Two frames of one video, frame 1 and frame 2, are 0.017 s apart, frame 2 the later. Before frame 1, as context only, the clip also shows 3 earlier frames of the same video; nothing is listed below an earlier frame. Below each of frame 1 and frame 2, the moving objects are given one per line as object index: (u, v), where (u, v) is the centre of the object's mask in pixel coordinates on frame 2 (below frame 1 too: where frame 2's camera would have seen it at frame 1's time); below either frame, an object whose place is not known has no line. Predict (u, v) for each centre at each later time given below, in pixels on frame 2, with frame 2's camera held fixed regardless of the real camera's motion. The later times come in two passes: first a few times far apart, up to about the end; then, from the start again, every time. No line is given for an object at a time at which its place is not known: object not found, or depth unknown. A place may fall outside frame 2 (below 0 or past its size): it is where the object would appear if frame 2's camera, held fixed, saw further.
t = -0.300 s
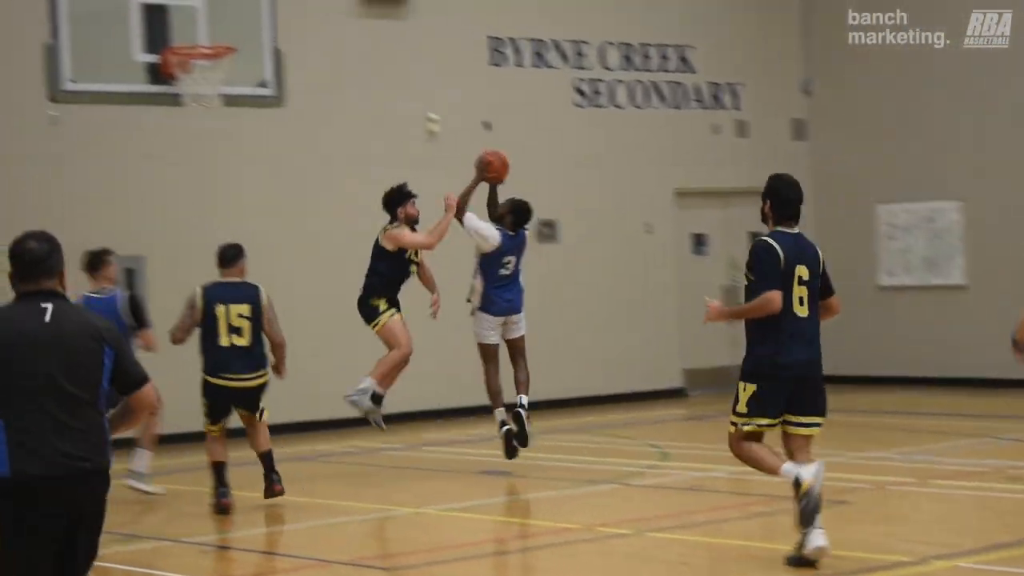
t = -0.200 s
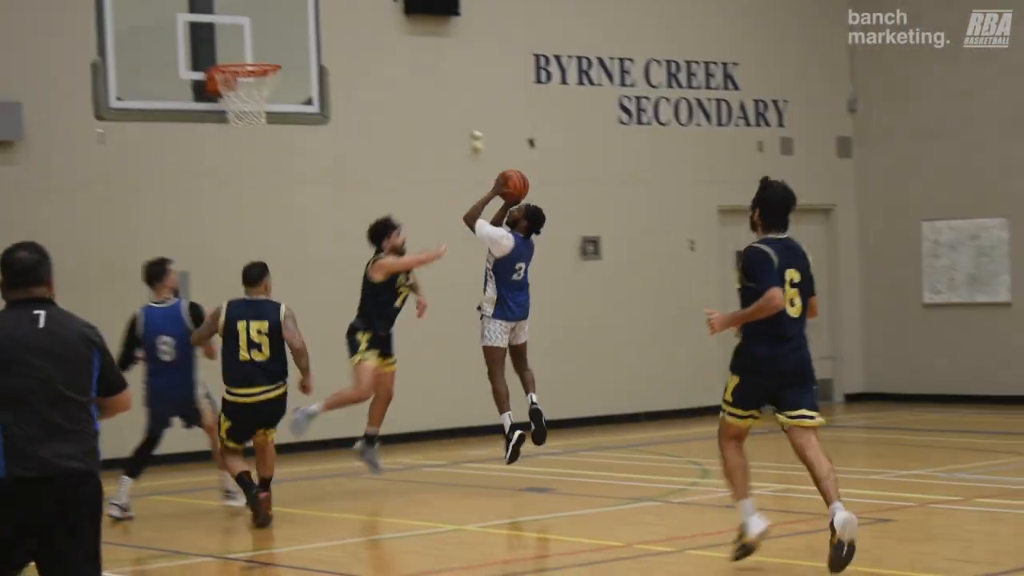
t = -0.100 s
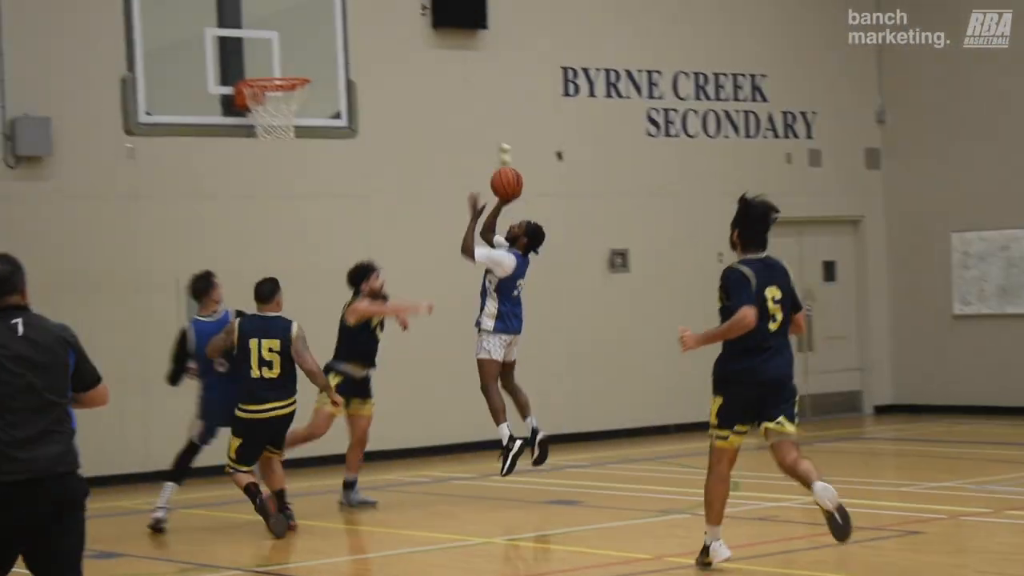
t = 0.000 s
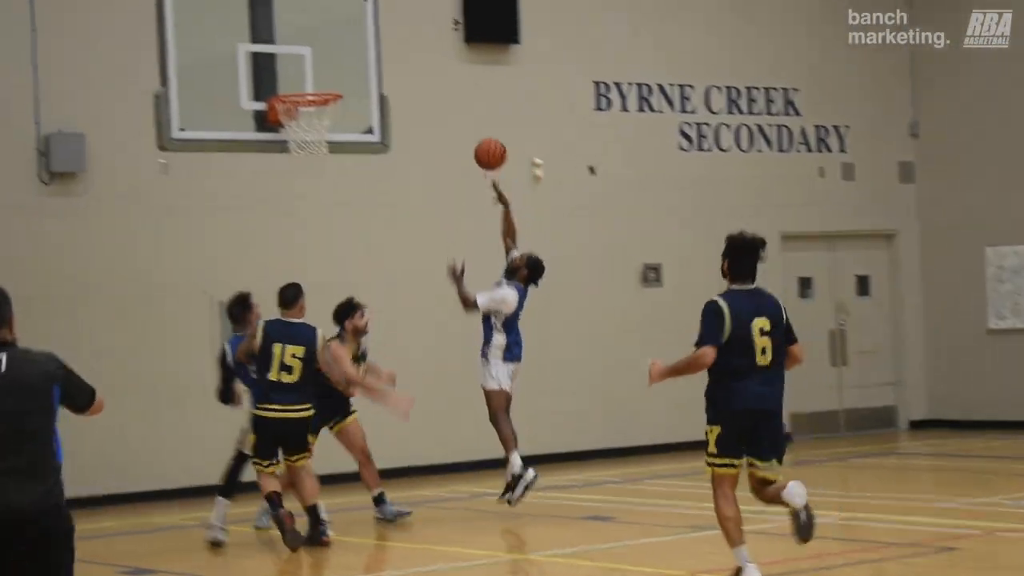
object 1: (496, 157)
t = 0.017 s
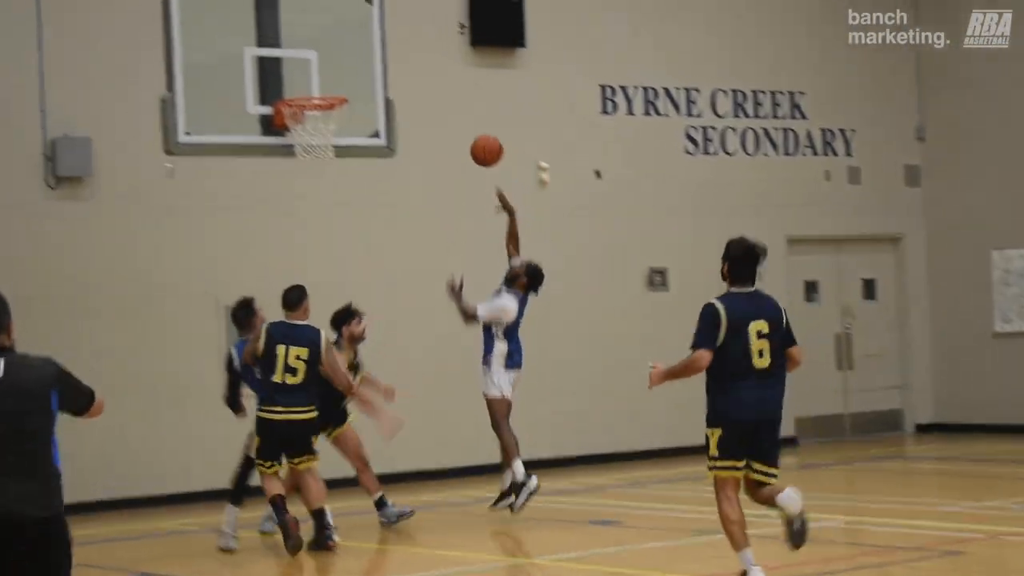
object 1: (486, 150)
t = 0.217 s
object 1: (369, 91)
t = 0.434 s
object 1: (324, 78)
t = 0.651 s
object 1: (318, 85)
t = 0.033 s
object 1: (477, 144)
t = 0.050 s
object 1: (468, 137)
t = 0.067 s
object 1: (458, 131)
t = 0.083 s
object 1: (448, 125)
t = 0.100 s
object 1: (437, 119)
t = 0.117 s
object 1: (427, 114)
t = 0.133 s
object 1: (417, 109)
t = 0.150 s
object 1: (408, 105)
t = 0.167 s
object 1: (398, 101)
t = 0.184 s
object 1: (388, 97)
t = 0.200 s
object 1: (378, 94)
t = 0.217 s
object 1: (369, 91)
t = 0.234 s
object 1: (357, 88)
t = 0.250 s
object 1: (348, 85)
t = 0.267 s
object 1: (339, 82)
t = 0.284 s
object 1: (336, 81)
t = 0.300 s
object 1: (334, 80)
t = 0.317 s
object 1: (333, 79)
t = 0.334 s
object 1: (331, 80)
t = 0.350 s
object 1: (330, 81)
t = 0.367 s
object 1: (328, 82)
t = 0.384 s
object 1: (327, 82)
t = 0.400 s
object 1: (326, 82)
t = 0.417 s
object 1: (325, 79)
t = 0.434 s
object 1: (324, 78)
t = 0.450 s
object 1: (323, 76)
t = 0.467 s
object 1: (322, 76)
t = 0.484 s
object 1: (322, 75)
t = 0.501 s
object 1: (321, 75)
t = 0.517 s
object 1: (321, 75)
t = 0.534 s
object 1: (321, 75)
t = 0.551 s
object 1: (320, 76)
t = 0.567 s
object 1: (320, 77)
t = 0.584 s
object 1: (320, 78)
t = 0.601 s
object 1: (319, 80)
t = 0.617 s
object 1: (319, 82)
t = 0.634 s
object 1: (319, 84)
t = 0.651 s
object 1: (318, 85)
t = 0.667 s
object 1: (318, 87)
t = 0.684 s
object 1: (317, 88)
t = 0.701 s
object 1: (315, 89)
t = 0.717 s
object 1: (314, 90)
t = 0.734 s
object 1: (312, 90)
